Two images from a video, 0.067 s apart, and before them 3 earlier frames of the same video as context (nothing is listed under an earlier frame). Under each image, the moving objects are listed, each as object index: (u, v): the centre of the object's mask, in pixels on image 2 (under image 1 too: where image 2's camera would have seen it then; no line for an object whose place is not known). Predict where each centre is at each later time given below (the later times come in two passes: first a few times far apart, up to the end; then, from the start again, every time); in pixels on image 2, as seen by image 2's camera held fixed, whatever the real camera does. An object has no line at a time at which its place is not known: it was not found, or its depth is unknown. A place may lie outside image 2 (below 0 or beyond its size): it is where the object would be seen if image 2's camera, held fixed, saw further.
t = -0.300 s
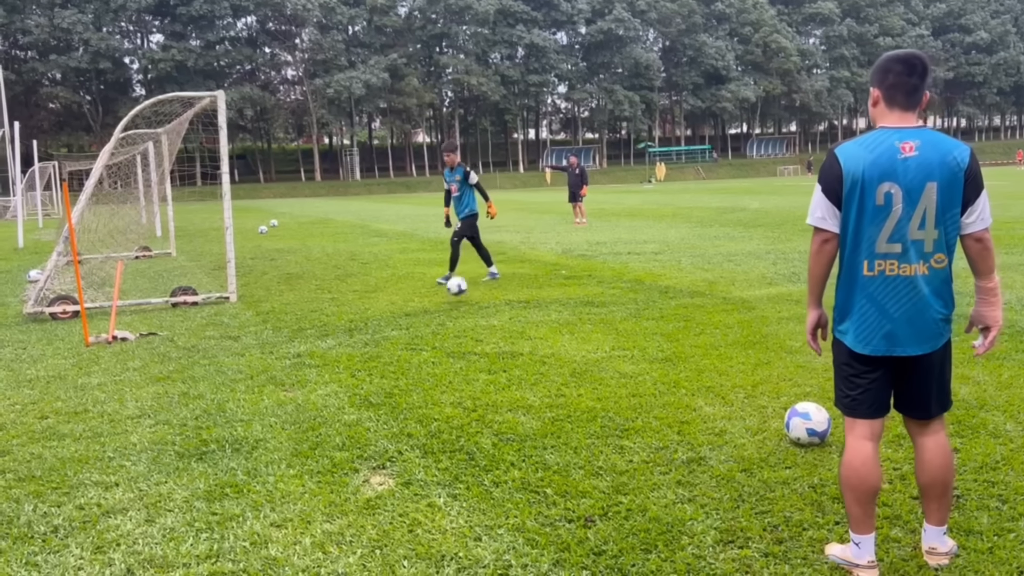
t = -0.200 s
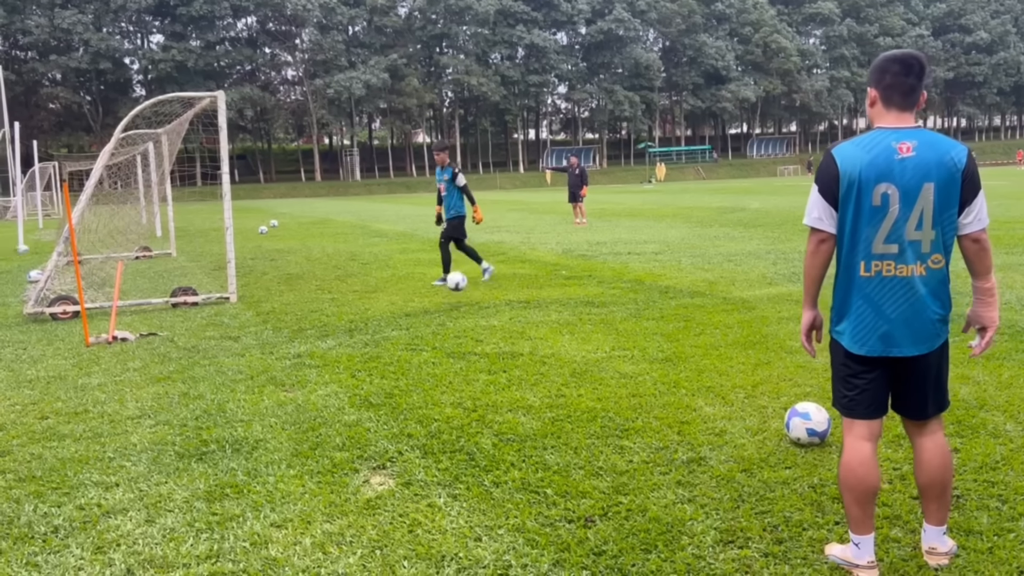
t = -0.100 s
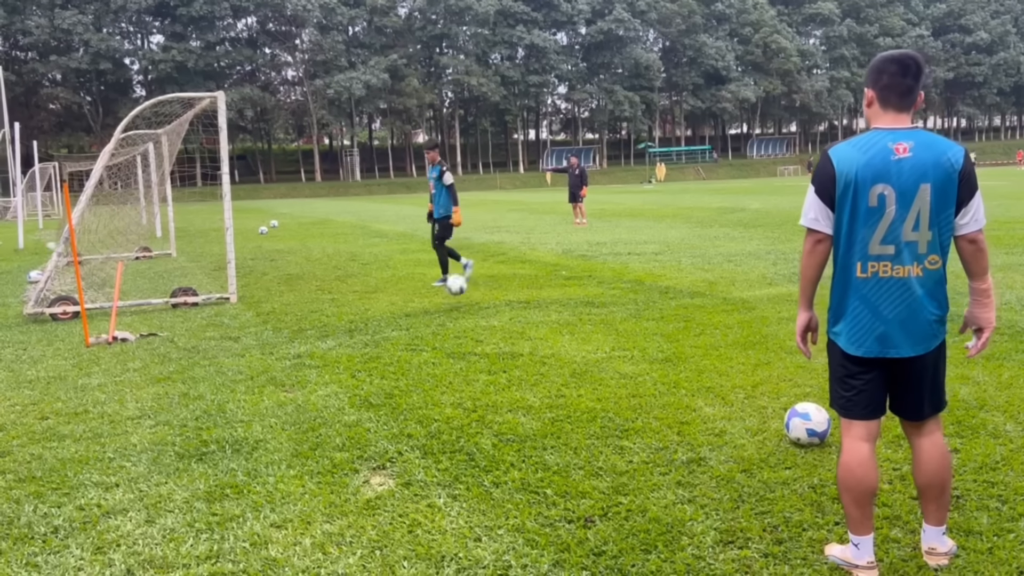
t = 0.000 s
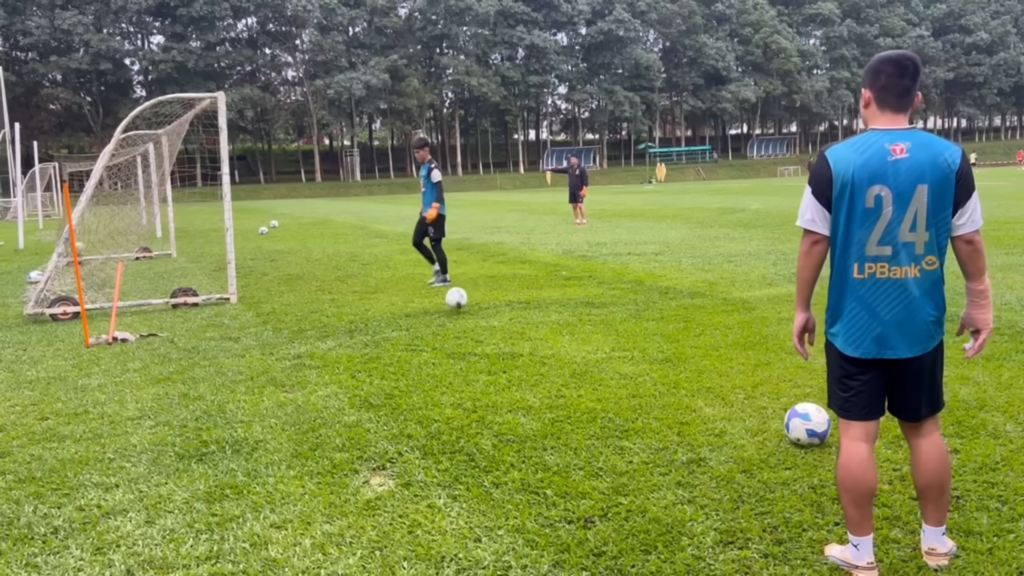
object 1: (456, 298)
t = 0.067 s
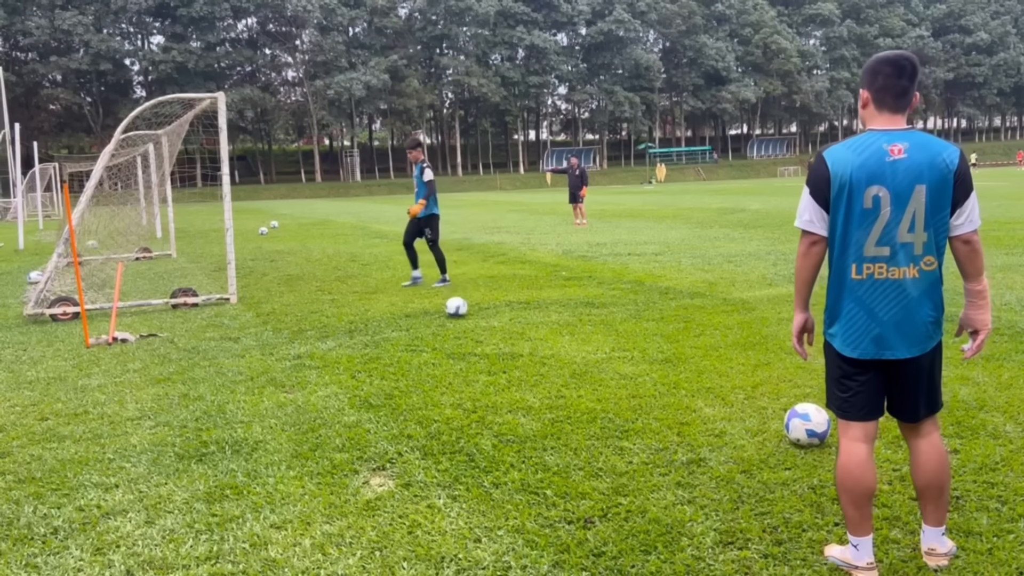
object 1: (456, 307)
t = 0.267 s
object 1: (455, 313)
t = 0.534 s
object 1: (454, 323)
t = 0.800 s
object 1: (452, 333)
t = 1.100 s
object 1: (450, 344)
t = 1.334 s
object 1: (450, 352)
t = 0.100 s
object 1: (456, 307)
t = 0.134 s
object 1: (456, 306)
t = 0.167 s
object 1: (456, 305)
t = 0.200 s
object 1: (456, 307)
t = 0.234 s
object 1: (455, 310)
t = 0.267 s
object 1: (455, 313)
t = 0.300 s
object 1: (455, 316)
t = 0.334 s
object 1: (455, 316)
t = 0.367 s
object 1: (455, 316)
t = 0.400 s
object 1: (454, 317)
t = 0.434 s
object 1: (454, 319)
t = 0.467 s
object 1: (454, 321)
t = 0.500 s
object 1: (454, 322)
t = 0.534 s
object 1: (454, 323)
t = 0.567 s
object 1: (454, 324)
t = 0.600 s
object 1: (453, 326)
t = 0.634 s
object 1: (453, 328)
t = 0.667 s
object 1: (453, 329)
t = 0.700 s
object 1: (452, 330)
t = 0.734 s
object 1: (452, 331)
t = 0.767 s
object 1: (452, 333)
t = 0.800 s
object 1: (452, 333)
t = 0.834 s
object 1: (452, 335)
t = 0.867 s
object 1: (452, 336)
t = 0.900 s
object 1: (451, 337)
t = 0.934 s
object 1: (451, 338)
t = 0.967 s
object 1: (451, 339)
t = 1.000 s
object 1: (451, 341)
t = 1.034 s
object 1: (451, 341)
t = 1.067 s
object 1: (450, 343)
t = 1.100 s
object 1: (450, 344)
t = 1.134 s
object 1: (450, 345)
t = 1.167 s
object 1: (450, 347)
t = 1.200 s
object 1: (450, 348)
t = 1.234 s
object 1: (450, 350)
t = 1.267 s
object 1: (450, 350)
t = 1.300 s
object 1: (450, 351)
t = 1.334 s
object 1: (450, 352)
